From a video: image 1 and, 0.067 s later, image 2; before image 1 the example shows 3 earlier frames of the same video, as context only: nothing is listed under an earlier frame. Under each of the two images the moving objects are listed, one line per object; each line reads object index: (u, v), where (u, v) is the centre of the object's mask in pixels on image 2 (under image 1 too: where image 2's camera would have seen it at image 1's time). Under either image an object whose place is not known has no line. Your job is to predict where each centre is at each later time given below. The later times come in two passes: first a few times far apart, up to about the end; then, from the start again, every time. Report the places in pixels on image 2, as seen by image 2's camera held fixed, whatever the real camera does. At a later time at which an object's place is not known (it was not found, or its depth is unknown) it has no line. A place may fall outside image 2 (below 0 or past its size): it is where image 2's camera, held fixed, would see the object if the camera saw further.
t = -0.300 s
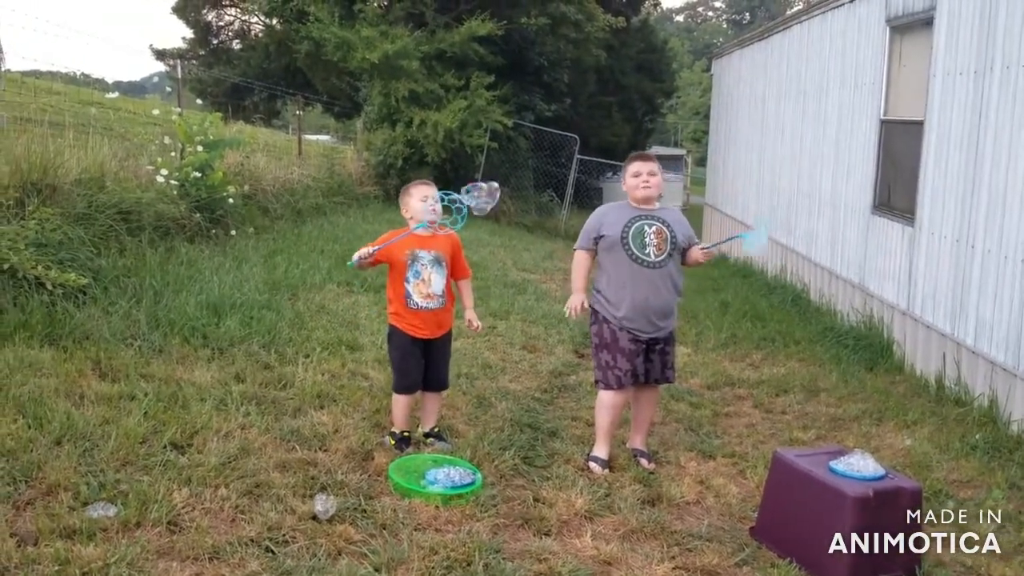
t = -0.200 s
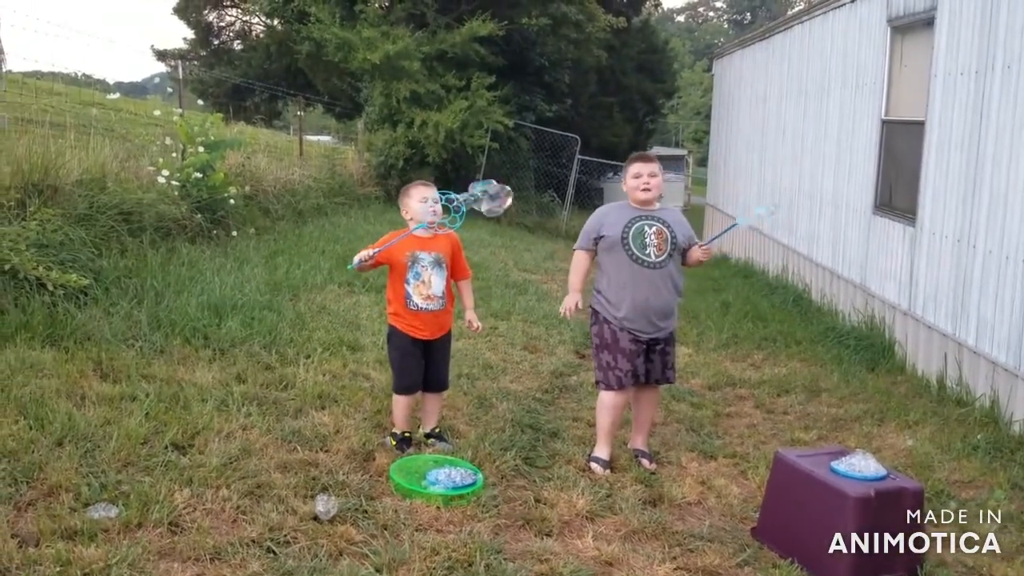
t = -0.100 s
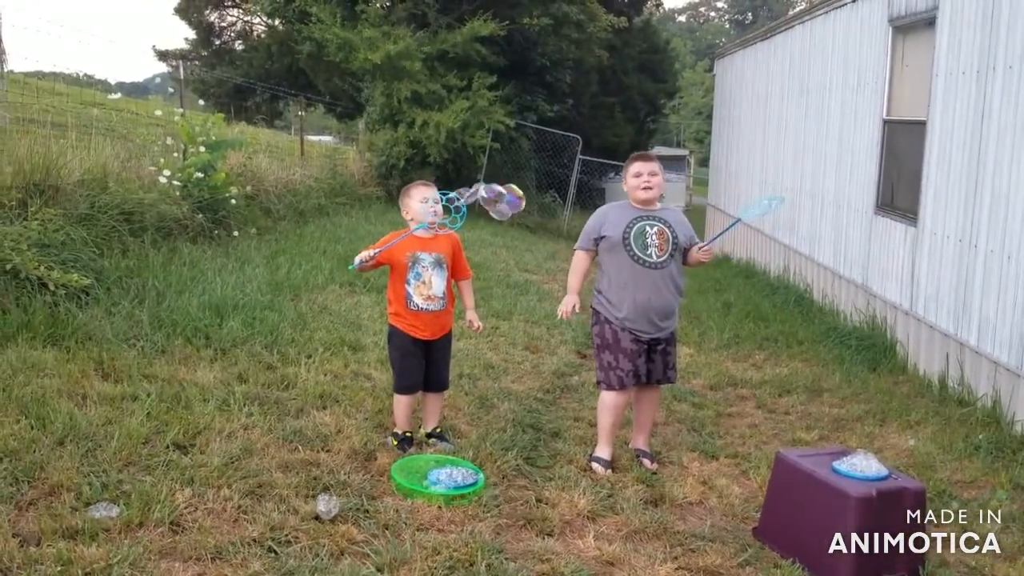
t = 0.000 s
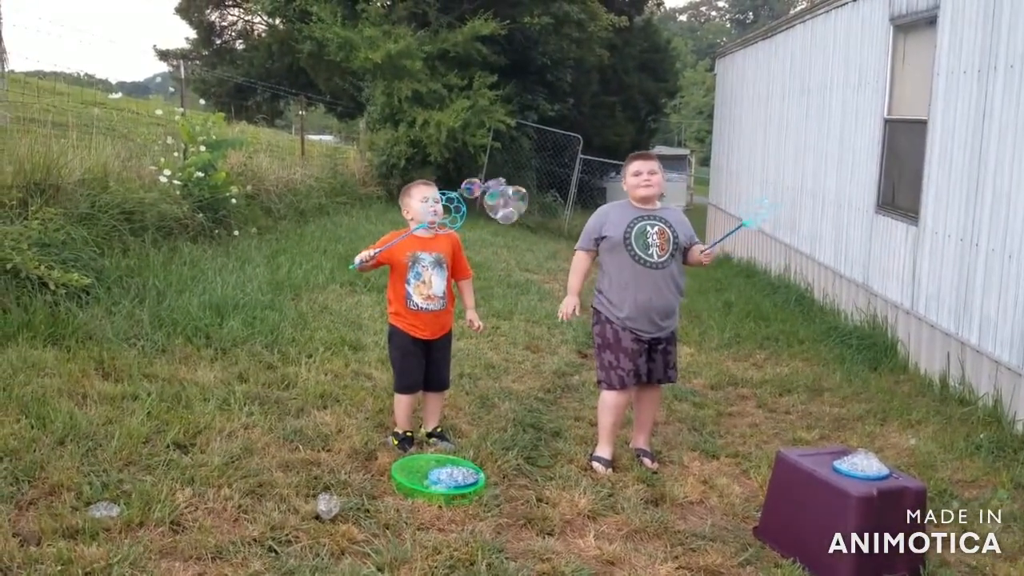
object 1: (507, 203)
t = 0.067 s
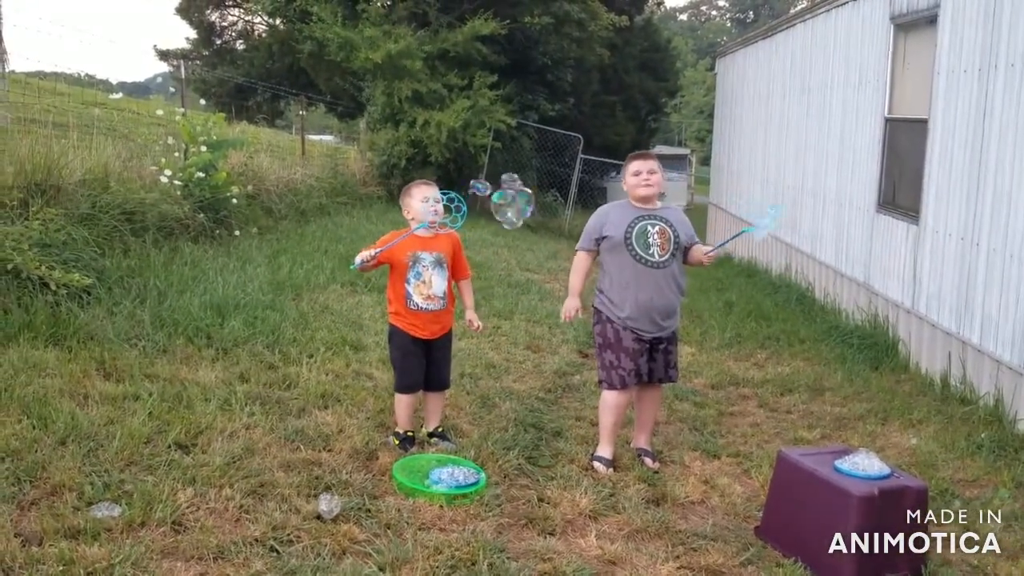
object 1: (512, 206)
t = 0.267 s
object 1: (526, 216)
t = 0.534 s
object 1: (542, 220)
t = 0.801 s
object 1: (557, 226)
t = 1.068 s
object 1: (569, 234)
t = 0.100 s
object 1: (514, 207)
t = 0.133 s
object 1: (517, 209)
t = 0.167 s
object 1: (520, 211)
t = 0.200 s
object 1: (522, 212)
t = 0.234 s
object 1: (524, 214)
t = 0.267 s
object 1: (526, 216)
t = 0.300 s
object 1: (528, 216)
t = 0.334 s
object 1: (531, 216)
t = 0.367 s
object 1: (533, 218)
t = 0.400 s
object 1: (534, 219)
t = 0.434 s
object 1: (536, 219)
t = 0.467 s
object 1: (538, 220)
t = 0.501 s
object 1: (540, 220)
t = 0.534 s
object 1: (542, 220)
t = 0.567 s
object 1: (543, 221)
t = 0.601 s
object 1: (545, 222)
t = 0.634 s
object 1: (547, 222)
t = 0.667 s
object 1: (549, 223)
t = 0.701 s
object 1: (551, 223)
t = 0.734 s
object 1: (553, 224)
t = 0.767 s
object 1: (555, 225)
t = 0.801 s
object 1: (557, 226)
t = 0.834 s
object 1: (558, 227)
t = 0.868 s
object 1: (560, 228)
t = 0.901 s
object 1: (562, 229)
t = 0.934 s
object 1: (564, 230)
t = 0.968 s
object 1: (566, 231)
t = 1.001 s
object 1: (567, 232)
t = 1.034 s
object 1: (568, 233)
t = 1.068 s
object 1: (569, 234)
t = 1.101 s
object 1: (570, 236)
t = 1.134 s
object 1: (571, 237)
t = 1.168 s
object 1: (572, 238)
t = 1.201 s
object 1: (573, 240)
